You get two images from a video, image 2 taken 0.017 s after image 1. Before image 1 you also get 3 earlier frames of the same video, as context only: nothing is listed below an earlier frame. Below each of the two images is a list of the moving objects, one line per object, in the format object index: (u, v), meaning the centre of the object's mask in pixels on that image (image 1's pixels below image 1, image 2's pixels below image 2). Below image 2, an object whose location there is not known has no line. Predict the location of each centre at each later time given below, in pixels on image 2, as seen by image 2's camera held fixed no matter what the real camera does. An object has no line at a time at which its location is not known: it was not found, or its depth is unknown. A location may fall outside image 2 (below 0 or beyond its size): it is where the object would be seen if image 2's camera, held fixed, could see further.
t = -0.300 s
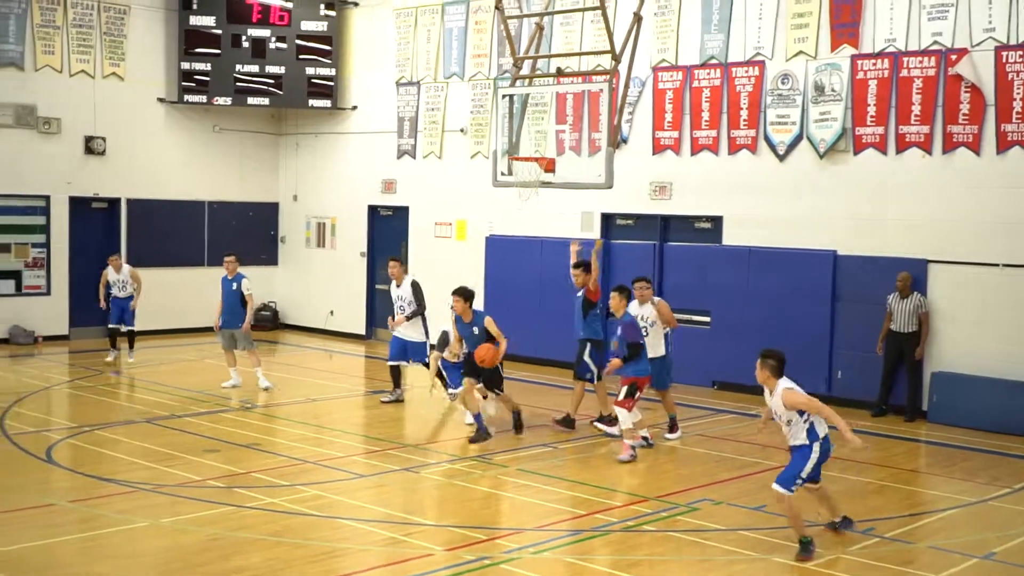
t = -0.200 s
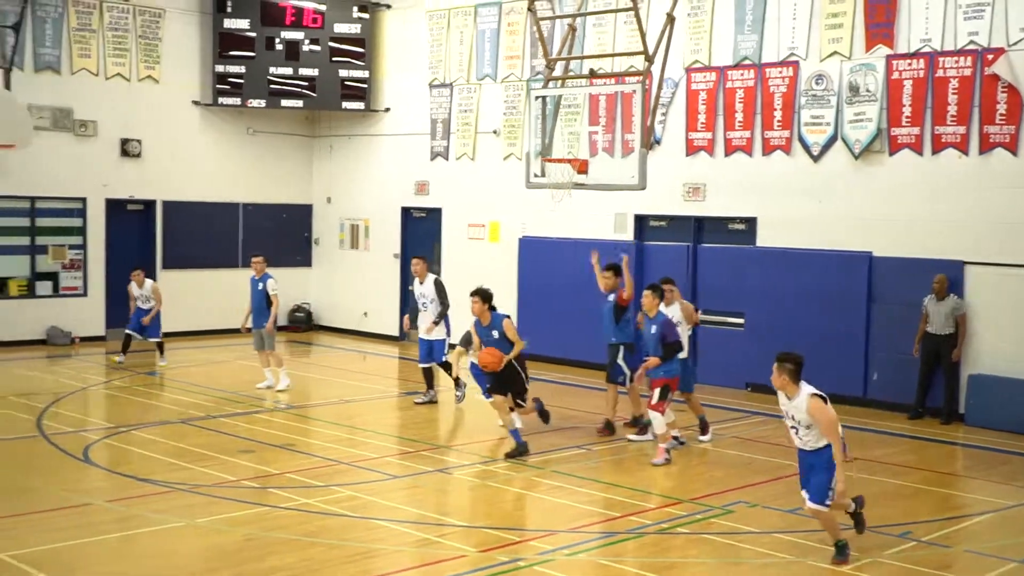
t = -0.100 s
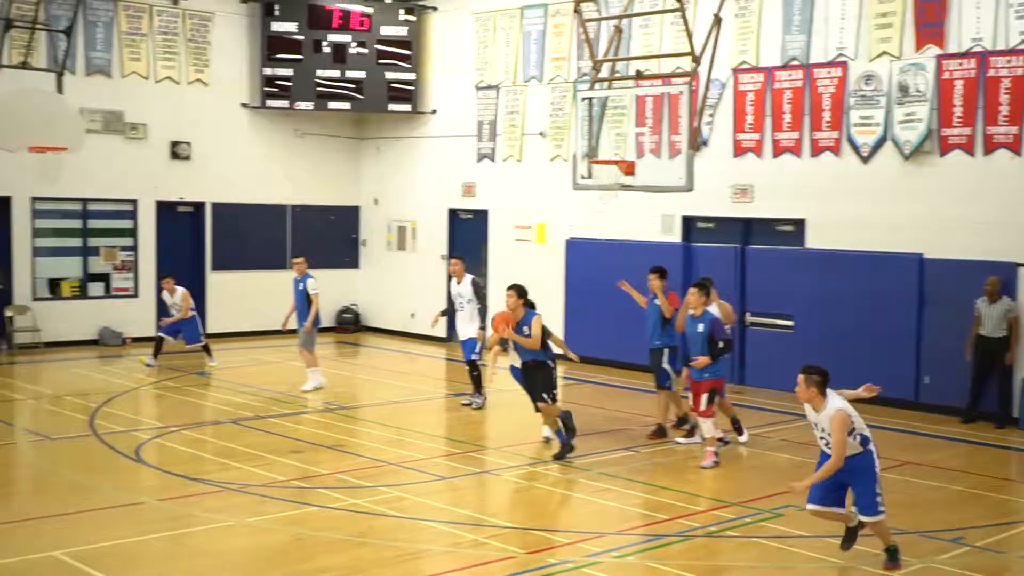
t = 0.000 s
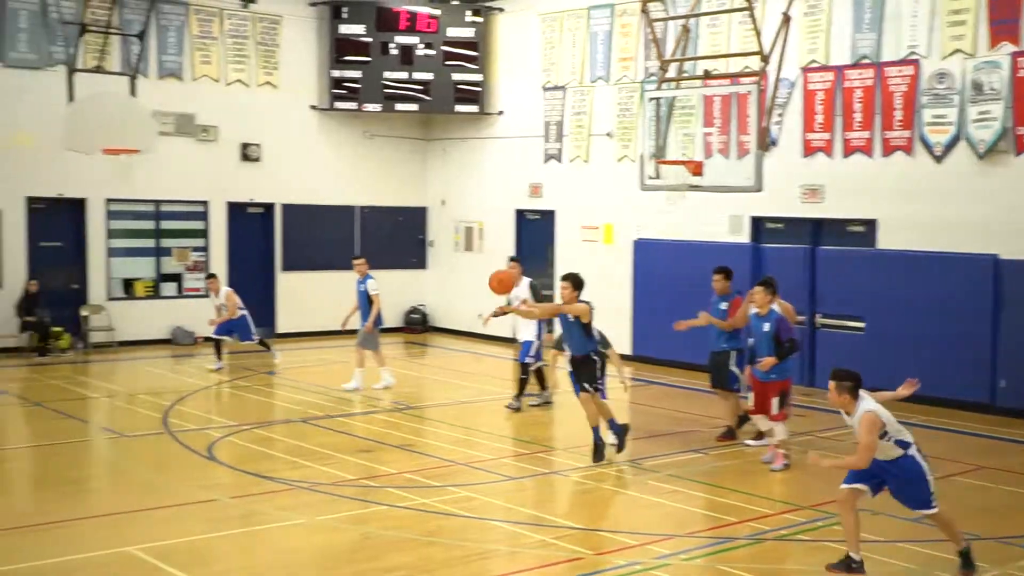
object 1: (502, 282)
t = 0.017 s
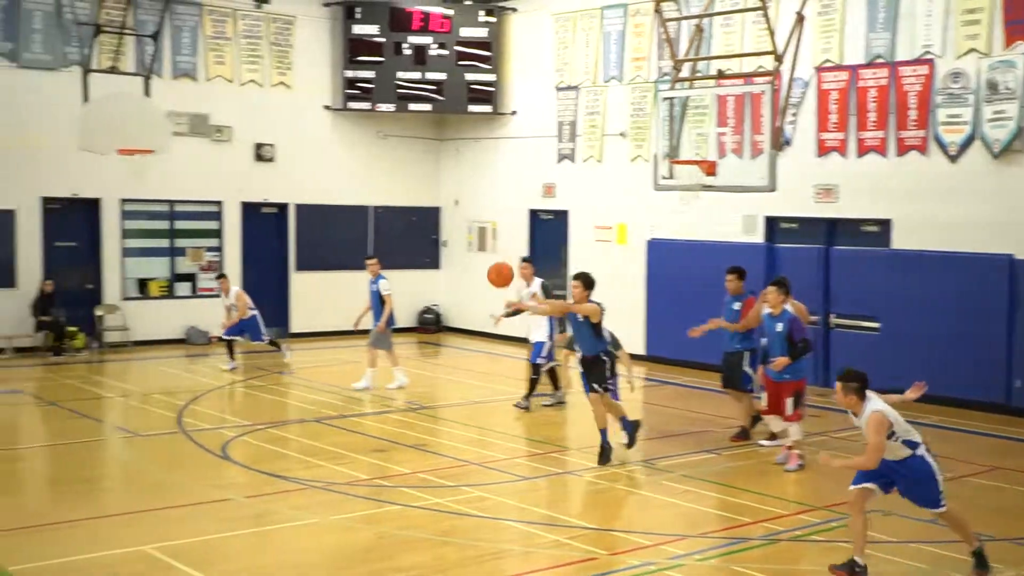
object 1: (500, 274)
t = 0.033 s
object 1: (485, 268)
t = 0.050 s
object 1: (468, 260)
